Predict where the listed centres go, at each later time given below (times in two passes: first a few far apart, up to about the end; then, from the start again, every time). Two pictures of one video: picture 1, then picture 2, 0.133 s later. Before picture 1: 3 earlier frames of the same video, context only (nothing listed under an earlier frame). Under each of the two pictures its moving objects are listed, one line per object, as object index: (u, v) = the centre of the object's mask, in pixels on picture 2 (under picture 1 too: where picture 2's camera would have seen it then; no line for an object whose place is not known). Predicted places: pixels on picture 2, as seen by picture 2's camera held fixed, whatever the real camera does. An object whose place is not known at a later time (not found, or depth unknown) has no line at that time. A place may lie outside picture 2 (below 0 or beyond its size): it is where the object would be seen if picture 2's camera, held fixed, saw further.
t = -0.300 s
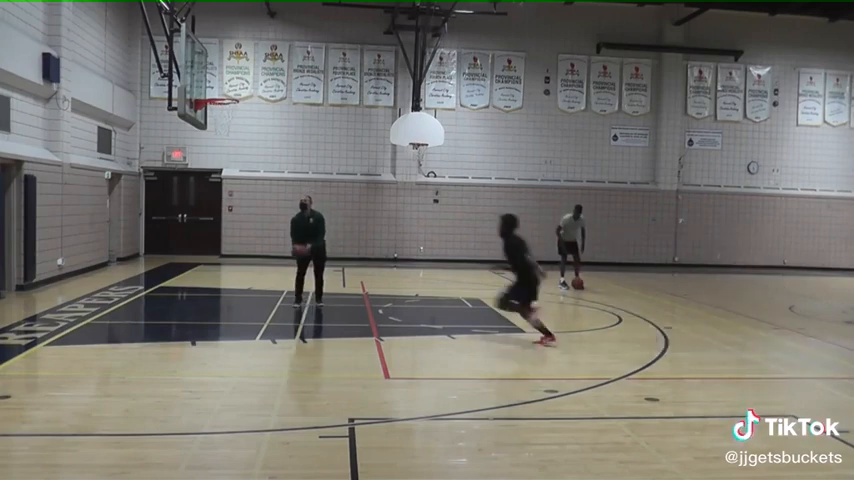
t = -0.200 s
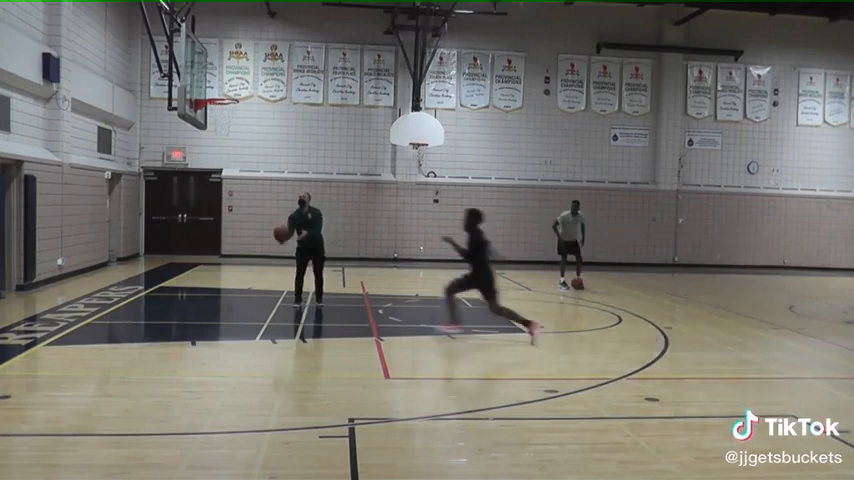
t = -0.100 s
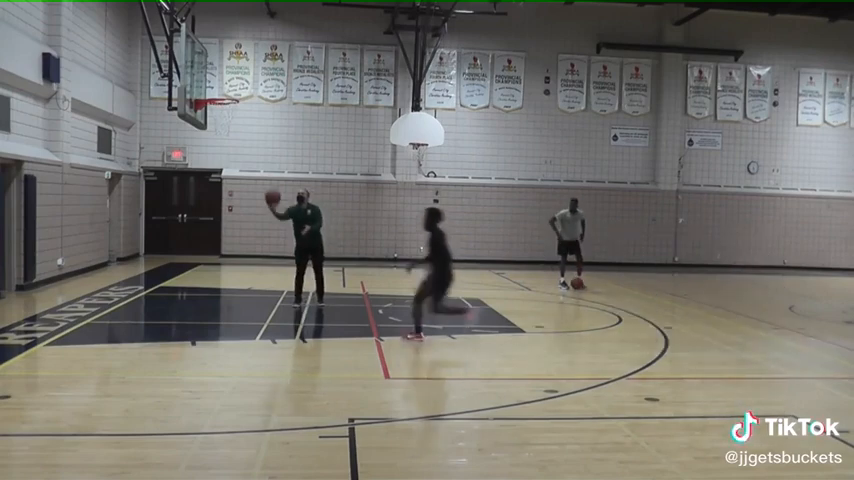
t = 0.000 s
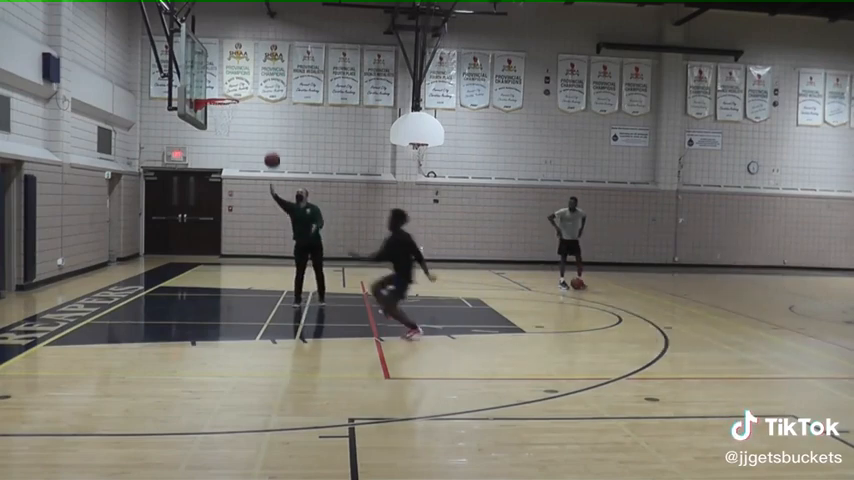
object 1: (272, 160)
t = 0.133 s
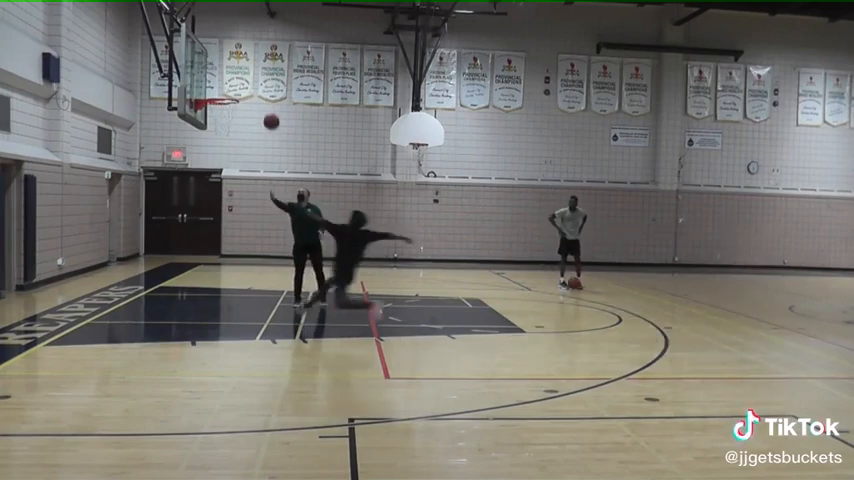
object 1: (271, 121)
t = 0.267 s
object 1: (270, 95)
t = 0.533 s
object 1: (267, 77)
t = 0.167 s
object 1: (271, 114)
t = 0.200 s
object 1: (271, 107)
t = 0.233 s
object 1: (270, 101)
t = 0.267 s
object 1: (270, 95)
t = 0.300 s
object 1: (270, 90)
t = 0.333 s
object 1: (269, 86)
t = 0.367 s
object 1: (269, 83)
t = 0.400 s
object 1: (269, 80)
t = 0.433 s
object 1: (268, 78)
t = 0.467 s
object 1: (268, 77)
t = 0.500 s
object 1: (268, 77)
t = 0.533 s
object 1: (267, 77)
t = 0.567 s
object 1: (267, 78)
